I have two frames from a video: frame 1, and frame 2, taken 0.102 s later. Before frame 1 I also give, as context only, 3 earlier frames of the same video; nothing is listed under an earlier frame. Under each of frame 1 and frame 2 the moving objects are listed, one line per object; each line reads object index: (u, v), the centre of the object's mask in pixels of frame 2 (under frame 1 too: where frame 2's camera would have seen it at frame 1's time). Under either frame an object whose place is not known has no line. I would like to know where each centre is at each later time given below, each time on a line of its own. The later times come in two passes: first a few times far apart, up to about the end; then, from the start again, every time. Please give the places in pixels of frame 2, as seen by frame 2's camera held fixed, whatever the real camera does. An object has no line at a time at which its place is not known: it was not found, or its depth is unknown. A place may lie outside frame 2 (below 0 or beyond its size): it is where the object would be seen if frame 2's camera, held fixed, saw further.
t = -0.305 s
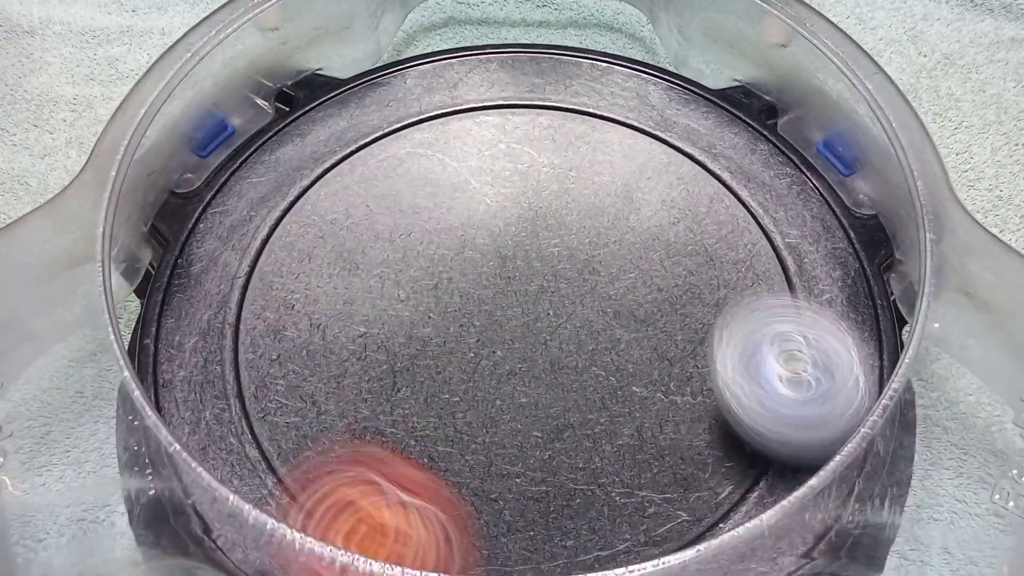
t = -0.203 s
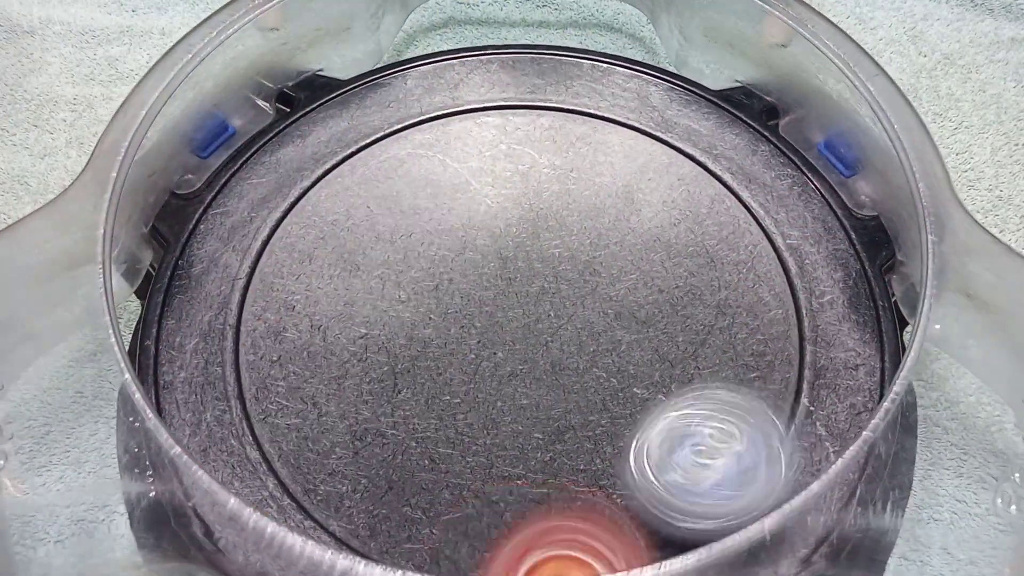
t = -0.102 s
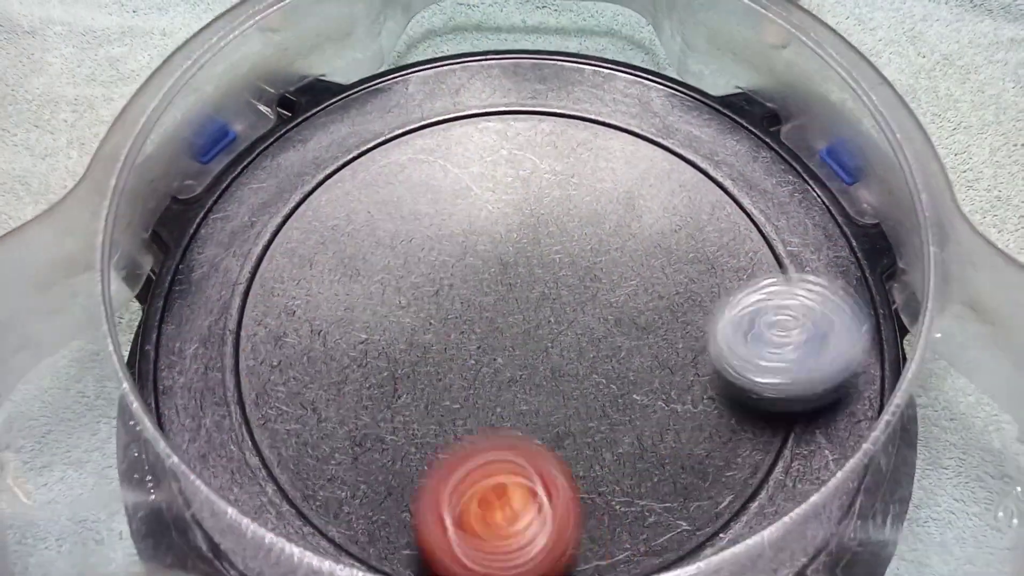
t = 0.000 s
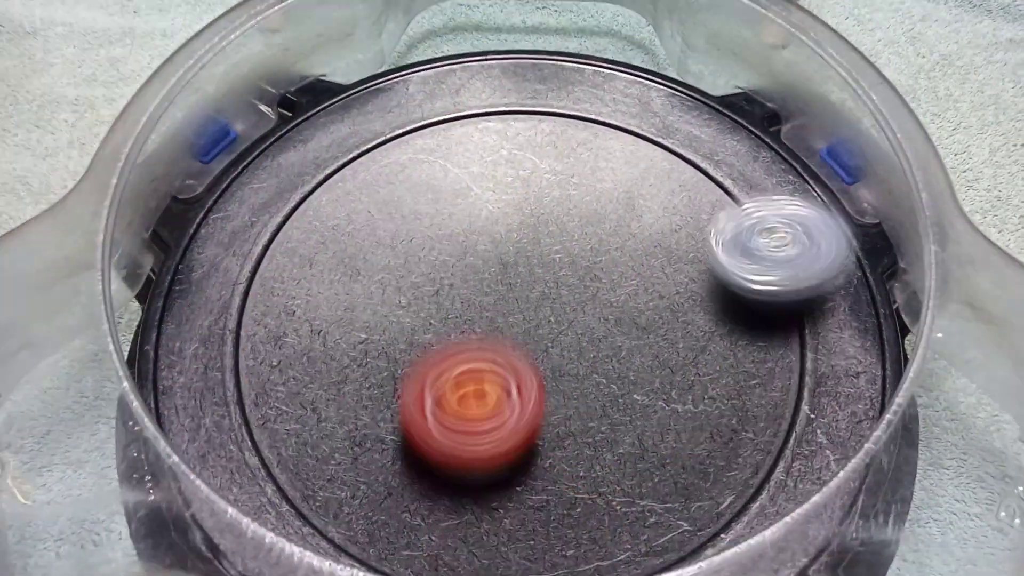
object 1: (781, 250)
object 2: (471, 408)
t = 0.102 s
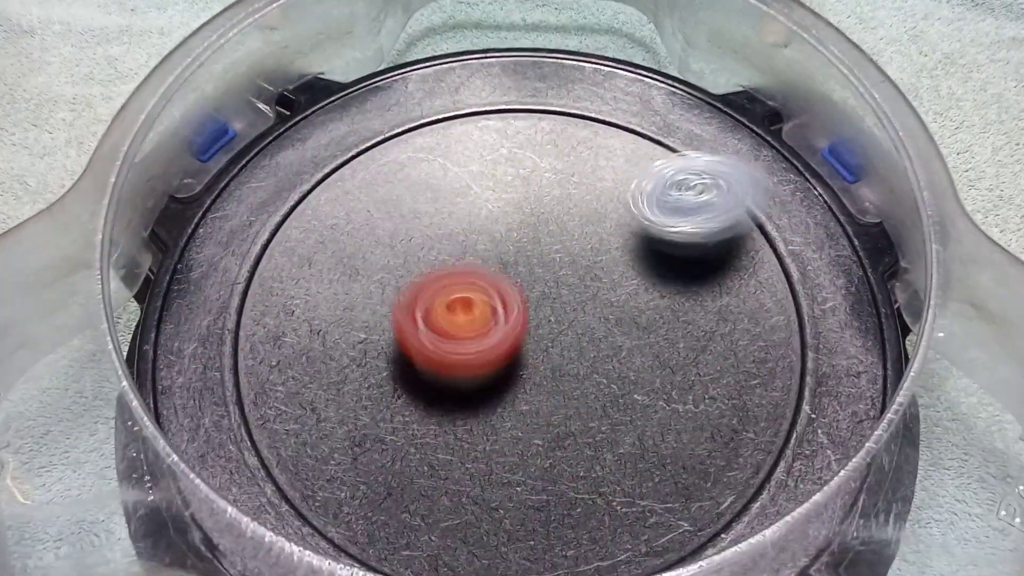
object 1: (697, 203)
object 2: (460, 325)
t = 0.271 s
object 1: (533, 191)
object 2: (407, 261)
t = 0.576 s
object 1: (487, 249)
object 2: (312, 391)
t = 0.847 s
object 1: (666, 257)
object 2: (518, 344)
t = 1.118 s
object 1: (662, 413)
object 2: (482, 177)
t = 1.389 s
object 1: (434, 327)
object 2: (360, 187)
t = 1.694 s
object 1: (577, 302)
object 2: (421, 271)
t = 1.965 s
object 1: (655, 488)
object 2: (545, 228)
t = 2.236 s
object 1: (428, 364)
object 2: (514, 184)
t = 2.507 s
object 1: (319, 348)
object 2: (568, 98)
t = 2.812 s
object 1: (456, 283)
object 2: (571, 201)
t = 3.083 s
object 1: (558, 470)
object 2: (662, 202)
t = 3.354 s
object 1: (416, 475)
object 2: (672, 241)
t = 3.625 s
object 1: (494, 303)
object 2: (633, 356)
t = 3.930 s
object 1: (471, 104)
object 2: (821, 455)
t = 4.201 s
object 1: (561, 190)
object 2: (703, 477)
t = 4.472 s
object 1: (435, 290)
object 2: (502, 451)
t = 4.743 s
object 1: (336, 271)
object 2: (332, 468)
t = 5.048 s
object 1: (446, 284)
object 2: (353, 397)
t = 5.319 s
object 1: (672, 246)
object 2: (334, 424)
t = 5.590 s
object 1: (725, 332)
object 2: (458, 290)
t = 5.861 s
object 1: (559, 313)
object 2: (444, 164)
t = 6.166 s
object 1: (512, 224)
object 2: (370, 158)
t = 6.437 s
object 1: (572, 296)
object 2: (403, 249)
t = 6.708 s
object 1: (562, 408)
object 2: (446, 307)
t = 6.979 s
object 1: (480, 413)
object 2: (485, 262)
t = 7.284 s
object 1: (471, 377)
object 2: (501, 193)
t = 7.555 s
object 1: (507, 355)
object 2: (515, 227)
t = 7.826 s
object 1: (463, 453)
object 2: (544, 179)
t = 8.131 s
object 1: (484, 362)
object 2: (586, 263)
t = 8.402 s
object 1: (493, 320)
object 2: (654, 271)
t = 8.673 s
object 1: (394, 296)
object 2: (739, 258)
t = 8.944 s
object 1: (365, 249)
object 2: (694, 277)
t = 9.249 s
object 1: (441, 264)
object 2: (586, 334)
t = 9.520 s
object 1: (434, 250)
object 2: (533, 389)
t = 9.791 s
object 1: (466, 215)
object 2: (496, 413)
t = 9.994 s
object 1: (512, 255)
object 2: (478, 378)
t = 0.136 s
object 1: (662, 196)
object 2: (454, 304)
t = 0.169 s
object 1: (632, 191)
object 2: (445, 287)
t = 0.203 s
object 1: (596, 188)
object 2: (435, 275)
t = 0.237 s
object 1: (564, 188)
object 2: (422, 267)
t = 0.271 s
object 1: (533, 191)
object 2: (407, 261)
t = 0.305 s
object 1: (505, 196)
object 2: (391, 259)
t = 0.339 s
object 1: (485, 202)
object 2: (368, 266)
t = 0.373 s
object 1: (471, 207)
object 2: (345, 277)
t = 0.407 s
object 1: (463, 213)
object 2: (323, 291)
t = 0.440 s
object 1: (457, 219)
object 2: (306, 307)
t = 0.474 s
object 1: (457, 226)
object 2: (295, 326)
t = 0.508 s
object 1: (463, 233)
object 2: (293, 348)
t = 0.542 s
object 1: (473, 239)
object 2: (299, 370)
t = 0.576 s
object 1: (487, 249)
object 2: (312, 391)
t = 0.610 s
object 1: (504, 253)
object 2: (331, 409)
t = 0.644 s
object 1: (522, 264)
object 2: (359, 420)
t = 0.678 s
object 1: (544, 264)
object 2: (389, 422)
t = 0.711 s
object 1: (566, 267)
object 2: (419, 417)
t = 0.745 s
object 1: (585, 265)
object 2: (452, 405)
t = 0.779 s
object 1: (609, 260)
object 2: (480, 387)
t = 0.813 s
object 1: (637, 257)
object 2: (501, 366)
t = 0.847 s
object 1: (666, 257)
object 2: (518, 344)
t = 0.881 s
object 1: (695, 263)
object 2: (528, 319)
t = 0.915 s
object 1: (719, 274)
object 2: (535, 294)
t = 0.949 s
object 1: (736, 291)
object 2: (535, 269)
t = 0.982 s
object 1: (746, 315)
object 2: (533, 246)
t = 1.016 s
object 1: (744, 342)
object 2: (526, 223)
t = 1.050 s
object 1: (730, 370)
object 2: (514, 205)
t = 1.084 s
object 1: (701, 396)
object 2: (500, 188)
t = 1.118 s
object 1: (662, 413)
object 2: (482, 177)
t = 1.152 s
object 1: (618, 421)
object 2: (460, 169)
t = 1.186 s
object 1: (569, 417)
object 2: (441, 166)
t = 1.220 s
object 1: (522, 403)
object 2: (421, 169)
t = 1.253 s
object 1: (481, 380)
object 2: (403, 178)
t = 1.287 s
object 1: (450, 352)
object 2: (388, 190)
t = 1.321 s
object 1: (428, 322)
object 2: (378, 202)
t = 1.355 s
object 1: (429, 324)
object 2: (369, 194)
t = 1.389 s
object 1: (434, 327)
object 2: (360, 187)
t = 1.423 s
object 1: (441, 323)
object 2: (348, 183)
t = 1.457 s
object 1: (452, 313)
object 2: (340, 188)
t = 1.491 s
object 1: (465, 304)
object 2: (335, 200)
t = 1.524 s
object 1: (480, 297)
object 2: (337, 216)
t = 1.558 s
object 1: (496, 293)
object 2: (348, 233)
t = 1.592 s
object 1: (513, 291)
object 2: (364, 247)
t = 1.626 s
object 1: (529, 292)
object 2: (386, 259)
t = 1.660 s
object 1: (547, 295)
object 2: (409, 268)
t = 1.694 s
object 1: (577, 302)
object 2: (421, 271)
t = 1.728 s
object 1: (611, 312)
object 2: (436, 273)
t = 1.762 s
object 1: (641, 328)
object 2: (455, 275)
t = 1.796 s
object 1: (666, 348)
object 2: (474, 272)
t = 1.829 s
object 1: (686, 372)
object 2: (490, 267)
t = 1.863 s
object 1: (697, 400)
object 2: (507, 260)
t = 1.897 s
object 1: (696, 431)
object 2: (523, 251)
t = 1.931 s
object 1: (682, 463)
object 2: (535, 240)
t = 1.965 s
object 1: (655, 488)
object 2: (545, 228)
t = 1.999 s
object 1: (623, 502)
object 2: (551, 216)
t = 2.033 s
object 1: (581, 508)
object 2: (554, 204)
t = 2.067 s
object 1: (540, 507)
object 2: (554, 193)
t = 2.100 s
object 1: (504, 497)
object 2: (552, 184)
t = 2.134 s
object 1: (474, 473)
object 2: (544, 178)
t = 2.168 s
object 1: (448, 439)
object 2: (534, 176)
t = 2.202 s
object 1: (434, 405)
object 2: (525, 177)
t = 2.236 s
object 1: (428, 364)
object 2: (514, 184)
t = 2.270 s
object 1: (433, 321)
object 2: (506, 193)
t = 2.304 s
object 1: (429, 308)
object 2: (509, 194)
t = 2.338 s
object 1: (396, 337)
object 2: (535, 158)
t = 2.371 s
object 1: (375, 354)
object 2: (554, 123)
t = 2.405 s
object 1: (355, 363)
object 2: (567, 101)
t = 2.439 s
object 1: (340, 363)
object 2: (573, 86)
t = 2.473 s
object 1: (329, 357)
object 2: (572, 87)
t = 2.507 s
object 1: (319, 348)
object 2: (568, 98)
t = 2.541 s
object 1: (312, 334)
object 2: (564, 106)
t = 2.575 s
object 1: (311, 319)
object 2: (559, 117)
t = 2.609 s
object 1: (315, 308)
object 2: (556, 128)
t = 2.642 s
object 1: (327, 294)
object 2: (553, 141)
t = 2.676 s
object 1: (347, 284)
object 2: (551, 155)
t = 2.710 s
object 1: (369, 279)
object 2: (552, 167)
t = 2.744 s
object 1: (396, 275)
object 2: (556, 178)
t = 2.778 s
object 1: (425, 278)
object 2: (562, 190)
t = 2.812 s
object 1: (456, 283)
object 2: (571, 201)
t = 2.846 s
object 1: (480, 294)
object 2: (582, 205)
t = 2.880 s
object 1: (500, 312)
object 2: (600, 205)
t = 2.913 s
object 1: (518, 332)
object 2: (616, 205)
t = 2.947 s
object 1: (536, 357)
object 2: (628, 203)
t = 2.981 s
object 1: (549, 385)
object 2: (637, 202)
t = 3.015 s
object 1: (561, 413)
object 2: (646, 200)
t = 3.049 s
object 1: (563, 445)
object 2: (654, 200)
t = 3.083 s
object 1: (558, 470)
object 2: (662, 202)
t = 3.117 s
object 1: (545, 494)
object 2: (668, 203)
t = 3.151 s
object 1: (527, 505)
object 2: (672, 206)
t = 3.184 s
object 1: (506, 510)
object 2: (677, 208)
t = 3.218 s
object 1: (483, 512)
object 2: (680, 210)
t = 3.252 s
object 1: (462, 511)
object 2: (679, 215)
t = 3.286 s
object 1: (445, 507)
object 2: (677, 221)
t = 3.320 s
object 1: (429, 496)
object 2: (675, 230)
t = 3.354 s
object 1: (416, 475)
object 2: (672, 241)
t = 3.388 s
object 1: (410, 453)
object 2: (666, 252)
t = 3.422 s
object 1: (409, 426)
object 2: (659, 265)
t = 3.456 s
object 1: (414, 404)
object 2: (652, 278)
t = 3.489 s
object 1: (425, 377)
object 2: (646, 291)
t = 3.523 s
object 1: (439, 356)
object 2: (640, 305)
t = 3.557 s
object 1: (455, 336)
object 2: (635, 320)
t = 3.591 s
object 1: (473, 318)
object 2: (630, 334)
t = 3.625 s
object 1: (494, 303)
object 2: (633, 356)
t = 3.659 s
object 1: (467, 263)
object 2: (692, 390)
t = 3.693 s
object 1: (439, 224)
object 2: (750, 416)
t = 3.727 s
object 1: (420, 188)
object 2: (783, 427)
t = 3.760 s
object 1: (409, 155)
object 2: (803, 436)
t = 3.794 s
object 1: (409, 131)
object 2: (816, 443)
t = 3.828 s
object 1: (414, 109)
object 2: (823, 447)
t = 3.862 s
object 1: (429, 94)
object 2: (826, 450)
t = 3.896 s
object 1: (449, 94)
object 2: (826, 453)
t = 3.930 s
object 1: (471, 104)
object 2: (821, 455)
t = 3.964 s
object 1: (493, 113)
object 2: (814, 456)
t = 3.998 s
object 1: (514, 122)
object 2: (803, 457)
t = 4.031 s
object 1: (534, 135)
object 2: (789, 459)
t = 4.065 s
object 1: (548, 144)
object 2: (768, 456)
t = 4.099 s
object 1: (558, 152)
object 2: (754, 462)
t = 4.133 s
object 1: (563, 165)
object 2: (739, 468)
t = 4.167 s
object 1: (564, 176)
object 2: (723, 475)
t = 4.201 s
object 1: (561, 190)
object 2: (703, 477)
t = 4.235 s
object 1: (552, 210)
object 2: (681, 473)
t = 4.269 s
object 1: (542, 224)
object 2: (657, 467)
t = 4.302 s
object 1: (529, 239)
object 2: (631, 463)
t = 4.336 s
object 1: (509, 255)
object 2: (604, 458)
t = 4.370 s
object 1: (493, 267)
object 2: (578, 455)
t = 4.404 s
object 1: (475, 275)
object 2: (553, 452)
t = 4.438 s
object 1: (452, 284)
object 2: (527, 451)
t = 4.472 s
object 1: (435, 290)
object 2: (502, 451)
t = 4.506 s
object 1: (417, 292)
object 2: (477, 451)
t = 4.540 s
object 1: (400, 293)
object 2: (453, 453)
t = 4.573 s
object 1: (383, 294)
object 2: (429, 456)
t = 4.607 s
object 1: (371, 291)
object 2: (407, 459)
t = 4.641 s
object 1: (360, 288)
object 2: (386, 462)
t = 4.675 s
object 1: (350, 283)
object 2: (365, 465)
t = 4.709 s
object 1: (342, 278)
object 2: (348, 466)
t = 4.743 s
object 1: (336, 271)
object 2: (332, 468)
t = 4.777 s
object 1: (335, 265)
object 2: (321, 468)
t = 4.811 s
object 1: (338, 258)
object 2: (314, 466)
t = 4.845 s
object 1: (346, 254)
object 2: (311, 464)
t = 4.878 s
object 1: (358, 251)
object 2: (310, 461)
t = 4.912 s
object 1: (374, 251)
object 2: (313, 454)
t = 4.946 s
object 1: (389, 253)
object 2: (320, 445)
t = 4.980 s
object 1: (408, 261)
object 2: (330, 431)
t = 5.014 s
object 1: (425, 271)
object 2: (342, 414)
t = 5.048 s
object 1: (446, 284)
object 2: (353, 397)
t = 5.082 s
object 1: (464, 293)
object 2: (356, 382)
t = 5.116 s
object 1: (501, 280)
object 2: (331, 391)
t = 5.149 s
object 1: (545, 259)
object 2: (314, 402)
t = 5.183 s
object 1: (582, 247)
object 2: (306, 410)
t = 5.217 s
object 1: (613, 239)
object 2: (305, 416)
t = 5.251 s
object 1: (638, 238)
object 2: (309, 422)
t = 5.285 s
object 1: (657, 241)
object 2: (319, 428)
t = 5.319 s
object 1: (672, 246)
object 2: (334, 424)
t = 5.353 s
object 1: (688, 255)
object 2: (355, 418)
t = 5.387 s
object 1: (701, 265)
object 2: (374, 408)
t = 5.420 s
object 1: (715, 278)
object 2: (393, 393)
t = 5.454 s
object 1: (724, 289)
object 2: (411, 375)
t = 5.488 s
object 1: (728, 301)
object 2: (428, 356)
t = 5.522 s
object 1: (733, 311)
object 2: (442, 334)
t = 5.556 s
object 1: (731, 322)
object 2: (451, 311)
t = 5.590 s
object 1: (725, 332)
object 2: (458, 290)
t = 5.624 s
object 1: (713, 341)
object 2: (462, 270)
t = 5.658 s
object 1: (695, 348)
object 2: (464, 251)
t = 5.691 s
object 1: (675, 351)
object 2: (463, 234)
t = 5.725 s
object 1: (650, 350)
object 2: (461, 217)
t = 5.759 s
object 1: (626, 346)
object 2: (459, 201)
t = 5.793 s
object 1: (602, 337)
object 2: (454, 187)
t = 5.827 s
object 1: (580, 326)
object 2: (450, 176)
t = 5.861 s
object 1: (559, 313)
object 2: (444, 164)
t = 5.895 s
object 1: (540, 300)
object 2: (439, 155)
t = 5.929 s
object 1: (523, 286)
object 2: (434, 147)
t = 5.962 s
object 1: (510, 270)
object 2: (426, 144)
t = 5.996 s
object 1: (499, 255)
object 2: (420, 144)
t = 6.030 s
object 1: (494, 241)
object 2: (412, 146)
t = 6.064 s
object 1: (497, 236)
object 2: (400, 146)
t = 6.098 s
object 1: (497, 229)
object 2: (390, 149)
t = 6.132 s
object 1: (504, 224)
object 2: (379, 153)
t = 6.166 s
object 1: (512, 224)
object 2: (370, 158)
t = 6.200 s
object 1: (521, 227)
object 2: (363, 167)
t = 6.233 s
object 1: (528, 232)
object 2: (360, 181)
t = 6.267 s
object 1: (535, 240)
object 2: (363, 196)
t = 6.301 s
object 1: (540, 249)
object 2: (373, 213)
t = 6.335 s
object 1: (542, 260)
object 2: (388, 228)
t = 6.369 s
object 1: (541, 270)
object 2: (405, 241)
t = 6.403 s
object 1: (551, 281)
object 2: (408, 245)
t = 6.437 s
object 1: (572, 296)
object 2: (403, 249)
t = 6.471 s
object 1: (585, 309)
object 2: (402, 256)
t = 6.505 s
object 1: (592, 325)
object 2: (401, 265)
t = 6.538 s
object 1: (592, 341)
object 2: (403, 276)
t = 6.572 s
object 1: (590, 356)
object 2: (408, 287)
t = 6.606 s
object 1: (582, 370)
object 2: (416, 297)
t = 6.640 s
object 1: (571, 383)
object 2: (428, 305)
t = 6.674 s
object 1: (562, 393)
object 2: (442, 311)
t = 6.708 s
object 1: (562, 408)
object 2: (446, 307)
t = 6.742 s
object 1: (558, 423)
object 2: (451, 302)
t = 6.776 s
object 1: (550, 433)
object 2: (458, 297)
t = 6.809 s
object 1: (539, 441)
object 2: (463, 291)
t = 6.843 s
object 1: (525, 446)
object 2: (469, 285)
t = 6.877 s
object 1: (512, 443)
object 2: (474, 279)
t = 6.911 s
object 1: (498, 436)
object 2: (478, 272)
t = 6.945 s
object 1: (488, 427)
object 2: (482, 267)
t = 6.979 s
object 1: (480, 413)
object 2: (485, 262)
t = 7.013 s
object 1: (477, 398)
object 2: (488, 257)
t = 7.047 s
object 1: (476, 382)
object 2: (490, 252)
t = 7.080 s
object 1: (478, 368)
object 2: (492, 246)
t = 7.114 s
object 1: (480, 361)
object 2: (494, 239)
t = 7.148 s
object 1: (478, 364)
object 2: (499, 226)
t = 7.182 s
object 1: (474, 370)
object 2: (502, 213)
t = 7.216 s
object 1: (472, 373)
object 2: (503, 203)
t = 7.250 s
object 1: (471, 376)
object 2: (503, 197)
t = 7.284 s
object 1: (471, 377)
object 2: (501, 193)
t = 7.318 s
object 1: (471, 376)
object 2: (500, 193)
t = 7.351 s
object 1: (471, 375)
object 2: (499, 195)
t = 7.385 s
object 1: (473, 372)
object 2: (498, 197)
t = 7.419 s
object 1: (476, 368)
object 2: (497, 203)
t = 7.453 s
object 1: (482, 363)
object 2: (497, 208)
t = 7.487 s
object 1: (488, 357)
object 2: (501, 215)
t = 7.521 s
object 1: (496, 352)
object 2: (506, 223)
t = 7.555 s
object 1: (507, 355)
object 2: (515, 227)
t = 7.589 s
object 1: (509, 381)
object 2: (526, 216)
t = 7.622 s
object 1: (508, 398)
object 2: (537, 202)
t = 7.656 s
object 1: (507, 412)
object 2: (542, 191)
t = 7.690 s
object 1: (504, 425)
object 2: (544, 183)
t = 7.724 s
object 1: (500, 435)
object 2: (546, 177)
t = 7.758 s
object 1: (481, 453)
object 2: (545, 176)
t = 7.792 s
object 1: (472, 455)
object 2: (545, 177)
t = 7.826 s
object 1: (463, 453)
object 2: (544, 179)
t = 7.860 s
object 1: (457, 447)
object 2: (544, 186)
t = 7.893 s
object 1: (452, 437)
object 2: (545, 193)
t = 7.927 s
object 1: (452, 425)
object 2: (546, 204)
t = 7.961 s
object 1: (455, 412)
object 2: (548, 216)
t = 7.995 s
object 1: (460, 399)
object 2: (551, 227)
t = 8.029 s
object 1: (468, 385)
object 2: (555, 240)
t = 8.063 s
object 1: (479, 370)
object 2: (561, 253)
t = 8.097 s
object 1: (487, 361)
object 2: (570, 261)
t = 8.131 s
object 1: (484, 362)
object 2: (586, 263)
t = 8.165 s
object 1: (480, 360)
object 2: (601, 264)
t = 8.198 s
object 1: (477, 356)
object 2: (613, 265)
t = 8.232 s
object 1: (477, 353)
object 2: (623, 267)
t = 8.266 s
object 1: (476, 348)
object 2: (633, 269)
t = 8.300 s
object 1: (477, 342)
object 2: (641, 270)
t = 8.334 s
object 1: (481, 335)
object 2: (647, 270)
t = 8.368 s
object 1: (486, 327)
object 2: (651, 270)
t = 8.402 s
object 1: (493, 320)
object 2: (654, 271)
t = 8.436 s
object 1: (501, 313)
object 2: (653, 271)
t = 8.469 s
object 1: (510, 309)
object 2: (651, 272)
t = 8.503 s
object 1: (496, 310)
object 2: (667, 273)
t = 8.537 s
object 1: (462, 311)
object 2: (696, 268)
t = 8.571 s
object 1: (439, 311)
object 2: (715, 266)
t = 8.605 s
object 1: (423, 309)
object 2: (725, 263)
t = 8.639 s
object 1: (407, 303)
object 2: (733, 261)
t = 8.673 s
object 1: (394, 296)
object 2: (739, 258)
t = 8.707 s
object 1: (383, 290)
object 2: (745, 257)
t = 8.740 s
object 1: (373, 284)
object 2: (748, 257)
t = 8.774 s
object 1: (369, 276)
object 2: (749, 257)
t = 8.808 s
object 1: (361, 269)
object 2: (746, 257)
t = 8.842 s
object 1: (358, 261)
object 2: (738, 261)
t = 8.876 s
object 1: (358, 256)
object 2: (724, 265)
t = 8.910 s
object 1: (360, 252)
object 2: (711, 271)
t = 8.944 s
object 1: (365, 249)
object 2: (694, 277)
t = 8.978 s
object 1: (374, 247)
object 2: (676, 285)
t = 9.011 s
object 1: (383, 245)
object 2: (660, 292)
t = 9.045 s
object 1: (396, 247)
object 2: (642, 299)
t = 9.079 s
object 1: (409, 251)
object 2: (625, 304)
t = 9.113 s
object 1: (425, 254)
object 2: (608, 309)
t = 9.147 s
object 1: (441, 261)
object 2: (591, 312)
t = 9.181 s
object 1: (450, 268)
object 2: (579, 317)
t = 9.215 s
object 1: (447, 265)
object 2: (580, 325)
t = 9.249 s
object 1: (441, 264)
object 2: (586, 334)
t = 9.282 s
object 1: (439, 264)
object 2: (584, 340)
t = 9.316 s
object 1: (438, 267)
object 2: (576, 346)
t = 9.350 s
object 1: (440, 269)
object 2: (567, 351)
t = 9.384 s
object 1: (443, 273)
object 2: (557, 354)
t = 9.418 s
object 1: (446, 276)
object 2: (546, 360)
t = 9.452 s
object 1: (443, 271)
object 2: (540, 372)
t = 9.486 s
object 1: (435, 260)
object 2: (536, 382)
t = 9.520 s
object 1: (434, 250)
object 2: (533, 389)
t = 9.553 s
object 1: (433, 242)
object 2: (527, 397)
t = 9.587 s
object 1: (433, 234)
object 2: (522, 403)
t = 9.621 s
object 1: (433, 226)
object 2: (517, 409)
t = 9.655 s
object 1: (436, 219)
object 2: (511, 413)
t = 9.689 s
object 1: (440, 214)
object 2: (506, 416)
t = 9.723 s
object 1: (447, 213)
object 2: (503, 417)
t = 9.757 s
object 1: (455, 212)
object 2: (499, 416)
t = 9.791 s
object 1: (466, 215)
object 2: (496, 413)
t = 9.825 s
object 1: (475, 218)
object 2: (493, 408)
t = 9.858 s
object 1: (484, 225)
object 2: (491, 402)
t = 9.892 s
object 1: (494, 234)
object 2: (490, 394)
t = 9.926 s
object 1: (502, 244)
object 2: (486, 385)
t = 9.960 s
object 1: (509, 254)
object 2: (485, 375)
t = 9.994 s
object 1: (512, 255)
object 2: (478, 378)
